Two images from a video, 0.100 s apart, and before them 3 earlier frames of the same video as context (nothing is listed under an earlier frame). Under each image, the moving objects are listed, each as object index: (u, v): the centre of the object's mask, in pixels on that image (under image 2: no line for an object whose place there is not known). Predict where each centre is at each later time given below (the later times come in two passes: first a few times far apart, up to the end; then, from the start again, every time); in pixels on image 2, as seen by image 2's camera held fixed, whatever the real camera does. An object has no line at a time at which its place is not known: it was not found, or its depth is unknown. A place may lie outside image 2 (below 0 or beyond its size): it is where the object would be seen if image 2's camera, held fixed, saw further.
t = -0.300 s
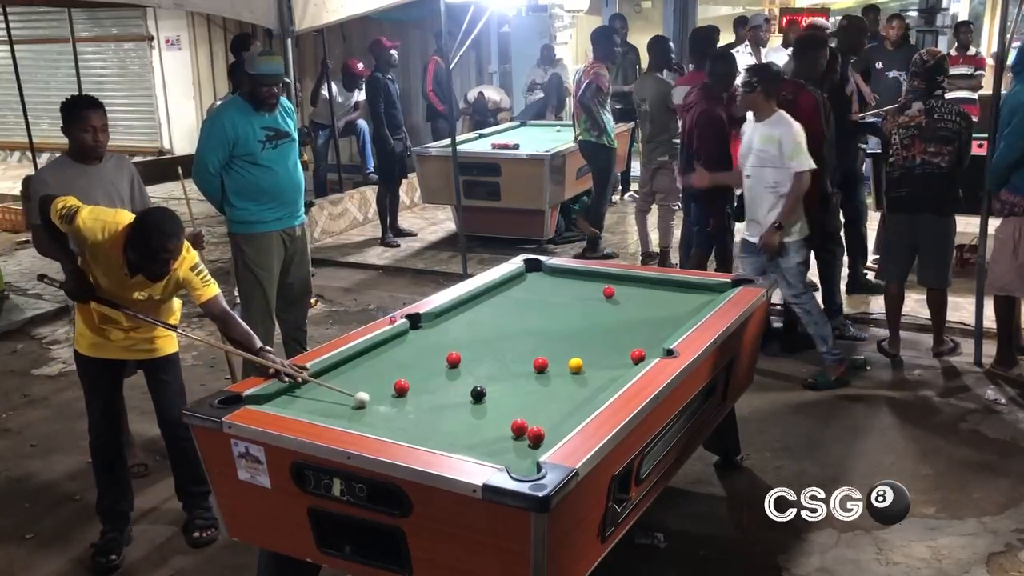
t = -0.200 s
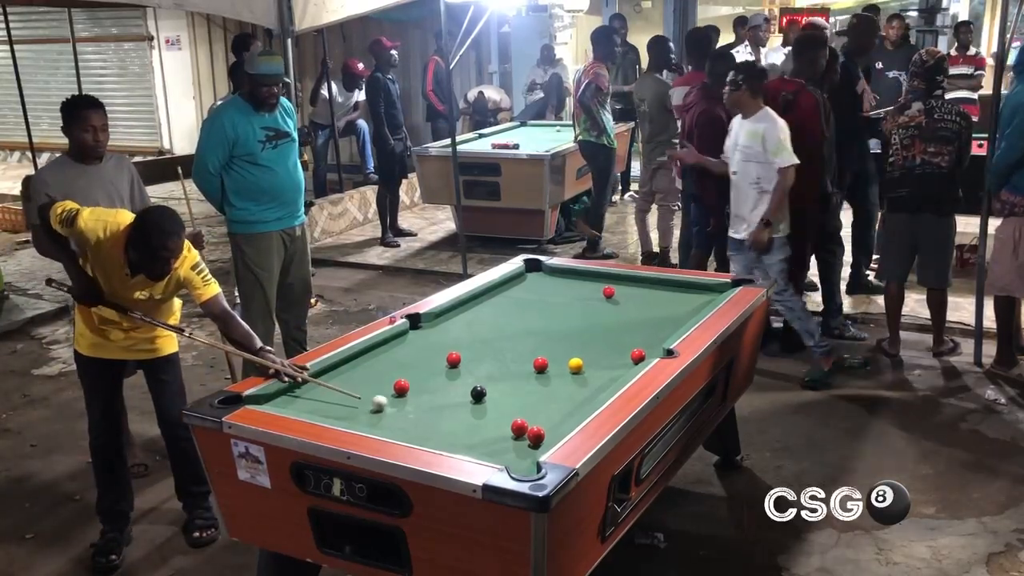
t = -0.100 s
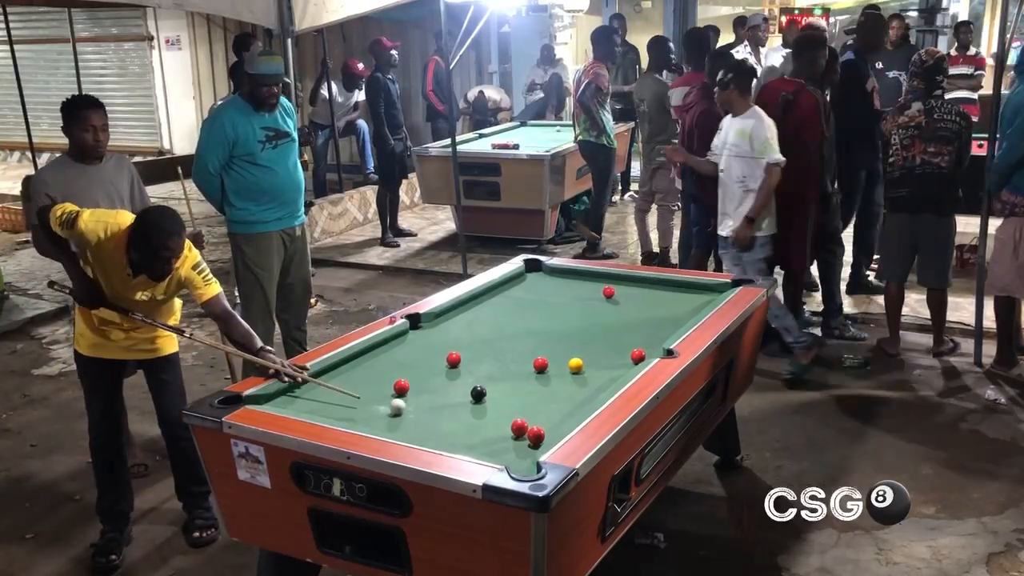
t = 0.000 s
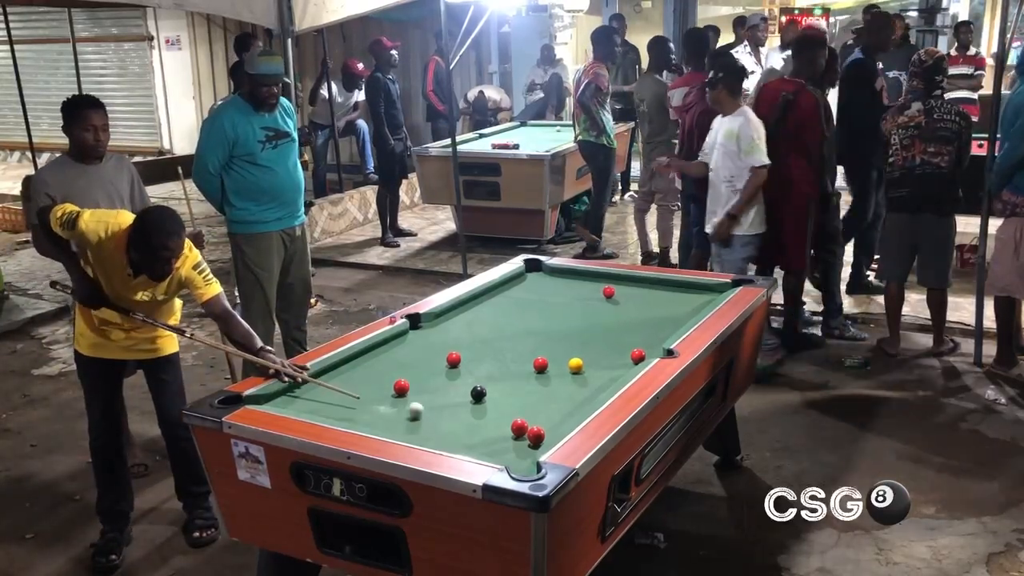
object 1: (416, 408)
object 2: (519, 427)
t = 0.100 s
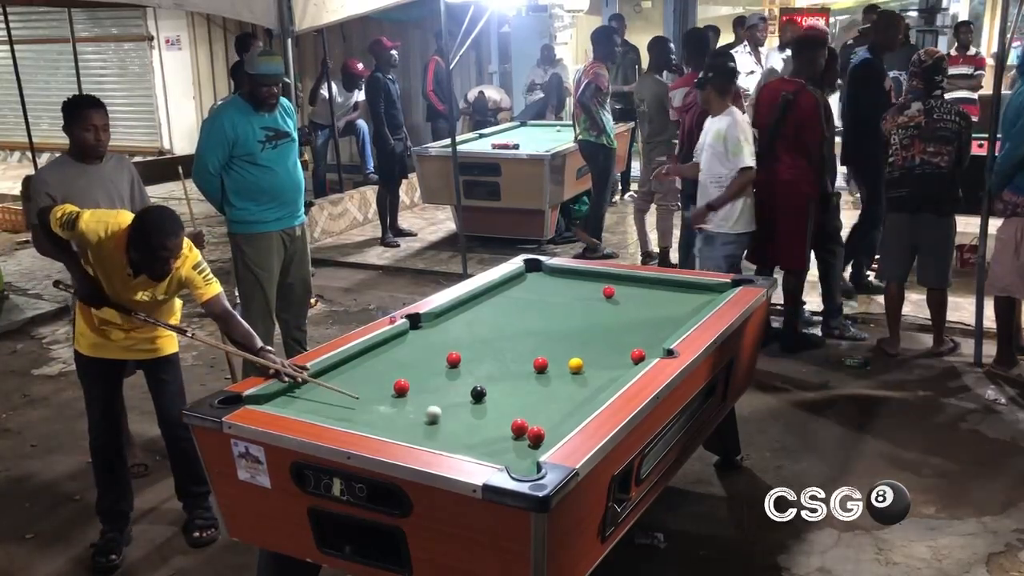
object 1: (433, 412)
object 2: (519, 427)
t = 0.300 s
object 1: (469, 419)
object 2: (519, 427)
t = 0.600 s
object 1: (505, 431)
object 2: (532, 424)
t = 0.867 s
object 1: (514, 440)
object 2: (556, 425)
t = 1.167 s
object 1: (523, 449)
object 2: (549, 421)
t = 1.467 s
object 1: (526, 456)
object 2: (541, 415)
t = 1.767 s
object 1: (518, 460)
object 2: (536, 412)
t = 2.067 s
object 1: (514, 463)
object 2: (531, 408)
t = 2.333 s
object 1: (512, 465)
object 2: (528, 407)
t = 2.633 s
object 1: (512, 465)
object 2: (526, 405)
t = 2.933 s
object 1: (512, 465)
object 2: (526, 405)
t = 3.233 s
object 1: (512, 465)
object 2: (527, 405)
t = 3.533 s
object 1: (512, 465)
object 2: (527, 405)
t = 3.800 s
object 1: (512, 465)
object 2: (526, 405)
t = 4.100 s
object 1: (512, 465)
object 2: (526, 405)
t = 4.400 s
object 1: (512, 465)
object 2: (526, 405)
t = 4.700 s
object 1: (512, 465)
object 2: (526, 405)
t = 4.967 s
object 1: (512, 465)
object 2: (527, 405)
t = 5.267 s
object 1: (512, 465)
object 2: (527, 405)
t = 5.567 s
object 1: (512, 465)
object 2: (527, 405)
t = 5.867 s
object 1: (512, 465)
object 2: (527, 405)
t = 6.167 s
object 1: (512, 465)
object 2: (527, 405)
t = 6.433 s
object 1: (512, 465)
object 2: (527, 405)
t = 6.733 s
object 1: (512, 465)
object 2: (527, 405)
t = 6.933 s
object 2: (527, 404)
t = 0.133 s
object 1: (440, 413)
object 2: (519, 427)
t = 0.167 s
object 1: (445, 415)
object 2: (519, 427)
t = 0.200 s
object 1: (452, 416)
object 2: (519, 427)
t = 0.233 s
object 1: (457, 417)
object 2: (519, 427)
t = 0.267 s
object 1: (463, 418)
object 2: (519, 427)
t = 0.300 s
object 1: (469, 419)
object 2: (519, 427)
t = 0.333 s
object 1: (475, 421)
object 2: (519, 427)
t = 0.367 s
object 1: (481, 422)
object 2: (519, 427)
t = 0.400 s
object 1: (488, 423)
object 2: (519, 427)
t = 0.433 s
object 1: (494, 424)
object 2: (519, 427)
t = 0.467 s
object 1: (500, 426)
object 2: (519, 427)
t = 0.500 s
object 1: (502, 428)
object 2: (521, 427)
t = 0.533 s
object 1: (503, 429)
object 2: (525, 426)
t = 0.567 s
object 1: (504, 430)
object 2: (528, 425)
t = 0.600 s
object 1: (505, 431)
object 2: (532, 424)
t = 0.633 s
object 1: (506, 432)
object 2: (537, 424)
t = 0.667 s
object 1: (507, 433)
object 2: (541, 424)
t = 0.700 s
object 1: (508, 435)
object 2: (544, 426)
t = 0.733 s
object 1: (509, 436)
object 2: (547, 426)
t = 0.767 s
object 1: (511, 436)
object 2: (549, 427)
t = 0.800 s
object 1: (512, 437)
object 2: (552, 427)
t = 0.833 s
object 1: (513, 439)
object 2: (555, 425)
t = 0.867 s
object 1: (514, 440)
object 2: (556, 425)
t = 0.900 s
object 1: (515, 441)
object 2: (556, 425)
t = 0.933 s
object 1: (516, 442)
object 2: (555, 424)
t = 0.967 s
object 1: (516, 443)
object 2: (554, 424)
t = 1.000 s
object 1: (518, 444)
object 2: (553, 424)
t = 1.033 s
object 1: (519, 445)
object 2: (552, 423)
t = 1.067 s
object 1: (520, 446)
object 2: (552, 423)
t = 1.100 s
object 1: (521, 447)
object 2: (550, 422)
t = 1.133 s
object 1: (522, 448)
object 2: (550, 422)
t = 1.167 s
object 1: (523, 449)
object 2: (549, 421)
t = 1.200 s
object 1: (524, 450)
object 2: (548, 420)
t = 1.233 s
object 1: (525, 451)
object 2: (547, 419)
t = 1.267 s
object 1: (525, 452)
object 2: (546, 419)
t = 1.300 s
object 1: (526, 452)
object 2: (545, 418)
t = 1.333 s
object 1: (527, 453)
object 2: (544, 418)
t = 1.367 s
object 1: (528, 454)
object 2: (544, 417)
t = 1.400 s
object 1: (528, 455)
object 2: (543, 416)
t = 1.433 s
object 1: (527, 456)
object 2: (542, 416)
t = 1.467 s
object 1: (526, 456)
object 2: (541, 415)
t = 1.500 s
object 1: (525, 457)
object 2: (541, 415)
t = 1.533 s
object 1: (524, 457)
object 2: (540, 415)
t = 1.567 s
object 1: (523, 458)
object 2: (539, 414)
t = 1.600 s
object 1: (523, 458)
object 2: (539, 413)
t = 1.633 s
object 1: (522, 459)
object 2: (538, 413)
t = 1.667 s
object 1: (521, 459)
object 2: (537, 413)
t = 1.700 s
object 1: (520, 460)
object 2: (537, 412)
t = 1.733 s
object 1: (519, 460)
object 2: (536, 412)
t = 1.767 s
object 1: (518, 460)
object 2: (536, 412)
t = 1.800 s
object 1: (518, 460)
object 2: (535, 411)
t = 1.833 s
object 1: (517, 461)
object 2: (534, 411)
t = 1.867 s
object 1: (516, 461)
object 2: (534, 410)
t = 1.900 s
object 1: (516, 461)
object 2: (533, 410)
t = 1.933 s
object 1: (515, 462)
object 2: (533, 410)
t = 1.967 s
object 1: (515, 462)
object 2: (532, 409)
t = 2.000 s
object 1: (514, 462)
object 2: (532, 409)
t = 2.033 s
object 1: (514, 462)
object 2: (531, 409)
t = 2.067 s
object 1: (514, 463)
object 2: (531, 408)
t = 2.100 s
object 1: (513, 463)
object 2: (530, 408)
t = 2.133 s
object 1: (513, 463)
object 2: (530, 408)
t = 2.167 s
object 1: (513, 463)
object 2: (529, 408)
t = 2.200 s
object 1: (513, 463)
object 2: (529, 407)
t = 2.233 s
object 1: (513, 464)
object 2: (529, 407)
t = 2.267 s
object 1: (513, 464)
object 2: (528, 407)
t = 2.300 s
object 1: (512, 464)
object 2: (528, 407)
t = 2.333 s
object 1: (512, 465)
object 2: (528, 407)
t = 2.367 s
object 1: (512, 464)
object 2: (528, 406)
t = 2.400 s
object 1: (512, 464)
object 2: (527, 406)
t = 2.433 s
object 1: (512, 465)
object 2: (527, 406)
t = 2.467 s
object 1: (512, 465)
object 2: (527, 406)
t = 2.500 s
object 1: (512, 465)
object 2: (527, 406)
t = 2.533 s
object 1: (512, 465)
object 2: (527, 406)
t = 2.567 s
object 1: (512, 465)
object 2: (527, 405)
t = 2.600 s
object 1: (512, 465)
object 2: (527, 405)
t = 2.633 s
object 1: (512, 465)
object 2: (526, 405)
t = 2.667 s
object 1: (512, 465)
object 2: (526, 405)
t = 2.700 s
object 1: (512, 465)
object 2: (526, 405)
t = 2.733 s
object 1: (512, 465)
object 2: (526, 405)
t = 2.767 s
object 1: (512, 465)
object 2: (526, 405)
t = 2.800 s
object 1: (512, 465)
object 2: (526, 405)
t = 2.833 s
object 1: (512, 465)
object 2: (526, 405)
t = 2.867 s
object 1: (512, 465)
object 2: (526, 405)
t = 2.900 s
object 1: (512, 465)
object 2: (526, 405)
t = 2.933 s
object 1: (512, 465)
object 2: (526, 405)
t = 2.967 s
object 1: (512, 465)
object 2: (526, 405)
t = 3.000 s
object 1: (512, 465)
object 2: (526, 405)
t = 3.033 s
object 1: (512, 465)
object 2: (526, 405)
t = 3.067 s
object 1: (512, 465)
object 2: (526, 405)
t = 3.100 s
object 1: (512, 465)
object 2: (527, 405)
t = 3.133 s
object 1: (512, 465)
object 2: (526, 405)
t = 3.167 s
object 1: (512, 465)
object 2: (527, 405)
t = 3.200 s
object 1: (512, 465)
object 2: (527, 405)
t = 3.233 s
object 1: (512, 465)
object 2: (527, 405)
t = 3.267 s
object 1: (512, 465)
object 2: (526, 405)
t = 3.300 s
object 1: (512, 465)
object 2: (526, 405)
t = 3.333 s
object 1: (512, 465)
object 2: (526, 405)
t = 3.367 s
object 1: (512, 465)
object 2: (527, 405)
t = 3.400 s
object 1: (512, 465)
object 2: (526, 405)
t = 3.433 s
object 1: (512, 465)
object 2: (527, 405)
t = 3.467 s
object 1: (512, 465)
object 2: (526, 405)
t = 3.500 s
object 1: (512, 465)
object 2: (527, 405)
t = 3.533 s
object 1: (512, 465)
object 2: (527, 405)
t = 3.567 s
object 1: (512, 465)
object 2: (526, 405)
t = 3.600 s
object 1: (512, 465)
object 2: (526, 405)
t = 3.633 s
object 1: (512, 465)
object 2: (526, 405)
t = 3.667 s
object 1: (512, 465)
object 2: (526, 405)
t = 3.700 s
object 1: (512, 465)
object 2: (526, 405)
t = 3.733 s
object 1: (512, 465)
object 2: (526, 405)
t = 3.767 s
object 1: (512, 465)
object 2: (526, 405)
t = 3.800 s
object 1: (512, 465)
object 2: (526, 405)
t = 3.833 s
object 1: (512, 465)
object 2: (526, 405)
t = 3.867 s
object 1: (512, 465)
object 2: (526, 405)
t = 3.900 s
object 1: (512, 465)
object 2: (526, 405)
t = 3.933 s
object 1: (512, 465)
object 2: (526, 405)
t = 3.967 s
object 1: (512, 465)
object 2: (526, 405)
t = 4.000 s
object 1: (512, 465)
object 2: (526, 405)
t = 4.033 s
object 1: (512, 465)
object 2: (526, 405)
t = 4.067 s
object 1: (512, 465)
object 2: (526, 405)
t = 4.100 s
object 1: (512, 465)
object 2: (526, 405)
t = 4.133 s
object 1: (512, 465)
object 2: (526, 405)
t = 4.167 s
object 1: (512, 465)
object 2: (526, 405)
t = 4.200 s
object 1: (512, 465)
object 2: (526, 405)
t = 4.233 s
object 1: (512, 465)
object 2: (526, 405)
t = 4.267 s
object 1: (512, 465)
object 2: (527, 405)
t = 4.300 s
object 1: (512, 465)
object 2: (527, 405)
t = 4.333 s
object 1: (512, 465)
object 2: (526, 405)
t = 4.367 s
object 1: (512, 465)
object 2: (526, 405)
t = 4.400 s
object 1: (512, 465)
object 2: (526, 405)
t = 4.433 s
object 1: (512, 465)
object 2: (526, 405)
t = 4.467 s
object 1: (512, 465)
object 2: (526, 405)
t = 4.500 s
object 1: (512, 465)
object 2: (526, 405)
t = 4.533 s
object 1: (512, 465)
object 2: (526, 405)
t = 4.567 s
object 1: (512, 465)
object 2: (526, 405)
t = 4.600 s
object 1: (512, 465)
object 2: (526, 405)
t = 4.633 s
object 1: (512, 465)
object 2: (526, 405)
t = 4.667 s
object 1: (512, 465)
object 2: (526, 405)
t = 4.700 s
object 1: (512, 465)
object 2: (526, 405)
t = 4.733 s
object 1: (512, 465)
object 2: (526, 405)
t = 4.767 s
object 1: (512, 465)
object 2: (527, 405)
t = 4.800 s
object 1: (512, 465)
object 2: (527, 405)
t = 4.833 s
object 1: (512, 465)
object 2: (527, 405)
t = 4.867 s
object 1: (512, 465)
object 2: (527, 405)
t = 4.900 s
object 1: (512, 465)
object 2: (527, 405)
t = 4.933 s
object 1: (512, 465)
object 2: (527, 405)
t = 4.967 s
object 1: (512, 465)
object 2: (527, 405)
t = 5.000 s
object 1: (512, 465)
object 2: (527, 405)
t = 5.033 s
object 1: (512, 465)
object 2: (527, 405)
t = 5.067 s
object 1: (512, 465)
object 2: (527, 405)
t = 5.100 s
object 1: (512, 465)
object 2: (527, 405)
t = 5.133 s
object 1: (512, 465)
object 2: (527, 405)
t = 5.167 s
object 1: (512, 465)
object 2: (527, 405)
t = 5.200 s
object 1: (512, 465)
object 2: (527, 405)
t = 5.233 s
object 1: (512, 465)
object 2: (527, 405)
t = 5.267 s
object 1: (512, 465)
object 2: (527, 405)
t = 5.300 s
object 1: (512, 465)
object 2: (527, 405)
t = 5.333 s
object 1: (512, 465)
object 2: (527, 405)
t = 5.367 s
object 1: (512, 465)
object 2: (527, 405)
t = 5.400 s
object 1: (512, 465)
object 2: (527, 405)
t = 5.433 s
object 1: (512, 465)
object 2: (526, 405)
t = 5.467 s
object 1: (512, 465)
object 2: (527, 405)
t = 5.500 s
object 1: (512, 465)
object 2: (527, 405)
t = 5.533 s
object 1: (512, 465)
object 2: (527, 405)
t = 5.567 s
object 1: (512, 465)
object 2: (527, 405)
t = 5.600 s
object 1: (512, 465)
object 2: (527, 405)
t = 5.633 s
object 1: (512, 465)
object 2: (527, 405)
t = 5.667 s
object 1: (512, 465)
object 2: (527, 405)
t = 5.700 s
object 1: (512, 465)
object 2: (527, 405)
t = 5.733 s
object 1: (512, 465)
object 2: (527, 405)
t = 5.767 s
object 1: (512, 465)
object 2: (527, 405)
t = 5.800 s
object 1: (512, 465)
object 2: (527, 405)
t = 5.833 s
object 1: (512, 465)
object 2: (527, 405)
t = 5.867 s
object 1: (512, 465)
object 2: (527, 405)
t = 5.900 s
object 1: (512, 465)
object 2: (527, 405)
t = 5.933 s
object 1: (512, 465)
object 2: (527, 405)
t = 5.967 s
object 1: (512, 465)
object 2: (527, 405)
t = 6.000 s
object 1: (512, 465)
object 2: (527, 405)
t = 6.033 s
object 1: (512, 465)
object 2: (527, 405)
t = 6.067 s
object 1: (512, 465)
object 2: (527, 405)
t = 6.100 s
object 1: (512, 465)
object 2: (527, 405)
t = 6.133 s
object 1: (512, 465)
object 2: (526, 405)
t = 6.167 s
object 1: (512, 465)
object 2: (527, 405)
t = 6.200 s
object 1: (512, 465)
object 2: (527, 405)
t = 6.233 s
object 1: (512, 465)
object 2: (527, 405)
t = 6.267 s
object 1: (512, 465)
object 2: (527, 405)
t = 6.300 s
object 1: (512, 465)
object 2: (527, 405)
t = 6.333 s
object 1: (512, 465)
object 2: (527, 405)
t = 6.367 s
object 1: (512, 465)
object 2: (527, 405)
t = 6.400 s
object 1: (512, 465)
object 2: (527, 405)
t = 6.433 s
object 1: (512, 465)
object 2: (527, 405)
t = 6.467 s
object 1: (512, 465)
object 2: (527, 405)
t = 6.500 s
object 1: (512, 465)
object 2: (527, 405)
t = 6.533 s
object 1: (512, 465)
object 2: (527, 405)
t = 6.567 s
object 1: (512, 465)
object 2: (527, 405)
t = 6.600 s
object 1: (512, 465)
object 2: (527, 405)
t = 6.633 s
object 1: (512, 465)
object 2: (527, 405)
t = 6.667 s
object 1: (512, 465)
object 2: (527, 405)
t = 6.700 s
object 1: (512, 465)
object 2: (527, 405)
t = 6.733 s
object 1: (512, 465)
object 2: (527, 405)
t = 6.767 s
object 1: (512, 465)
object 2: (526, 405)
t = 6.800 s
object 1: (512, 465)
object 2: (527, 405)
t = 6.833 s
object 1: (512, 465)
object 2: (527, 405)
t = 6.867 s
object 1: (512, 465)
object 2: (527, 405)
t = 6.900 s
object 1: (514, 465)
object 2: (527, 405)
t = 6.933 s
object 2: (527, 404)
